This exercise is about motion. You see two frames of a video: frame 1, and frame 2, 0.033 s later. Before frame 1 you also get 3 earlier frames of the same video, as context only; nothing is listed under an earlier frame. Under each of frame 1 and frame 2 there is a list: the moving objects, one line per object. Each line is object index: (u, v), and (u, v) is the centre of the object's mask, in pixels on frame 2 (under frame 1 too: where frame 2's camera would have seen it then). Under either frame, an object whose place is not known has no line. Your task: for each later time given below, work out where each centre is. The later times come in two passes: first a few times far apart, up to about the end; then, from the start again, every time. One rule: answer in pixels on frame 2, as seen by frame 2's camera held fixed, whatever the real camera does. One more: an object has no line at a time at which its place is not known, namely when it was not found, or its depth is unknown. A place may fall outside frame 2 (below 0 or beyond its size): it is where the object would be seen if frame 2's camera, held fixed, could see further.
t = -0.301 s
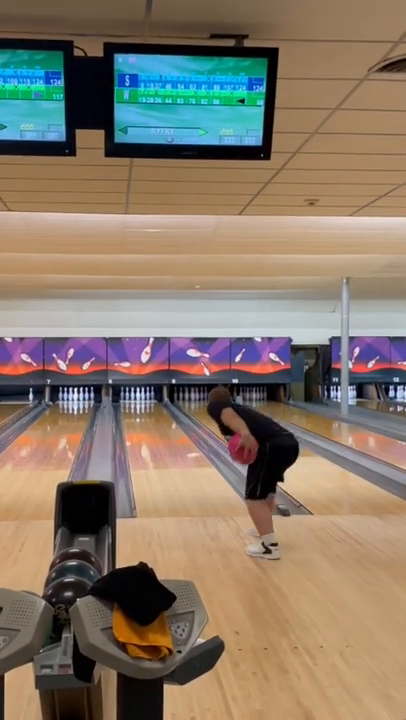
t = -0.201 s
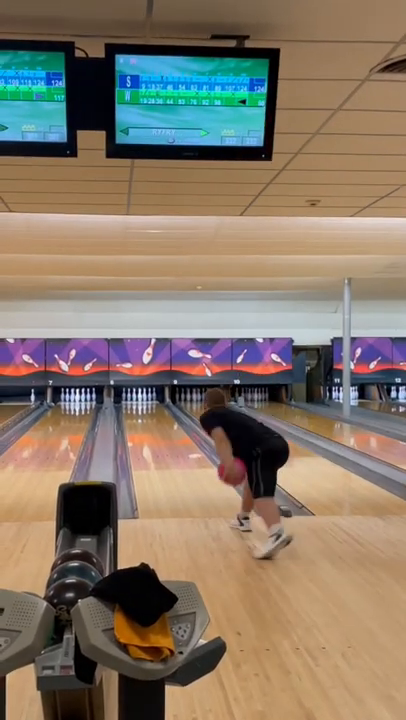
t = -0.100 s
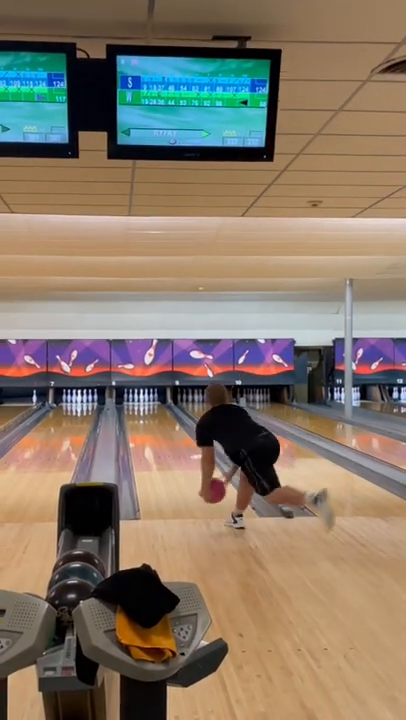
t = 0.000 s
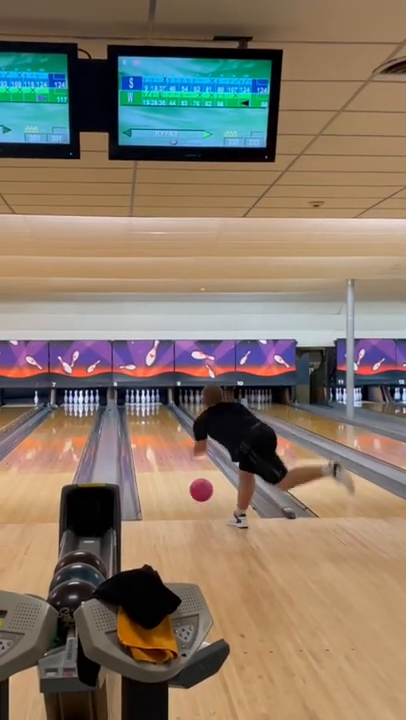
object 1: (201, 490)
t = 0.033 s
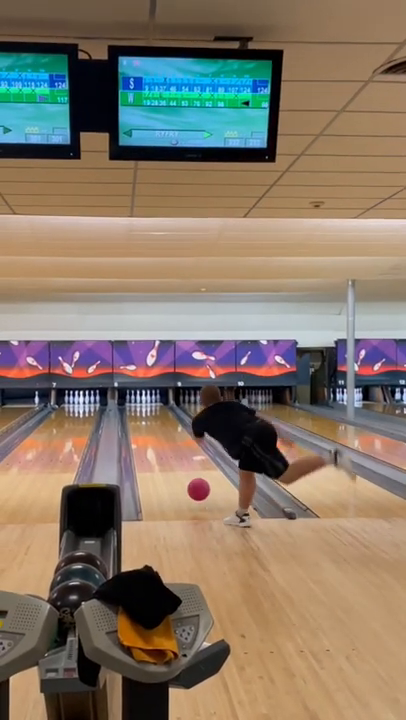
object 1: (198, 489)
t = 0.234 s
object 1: (182, 474)
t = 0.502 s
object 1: (168, 453)
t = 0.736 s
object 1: (159, 441)
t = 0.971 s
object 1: (153, 432)
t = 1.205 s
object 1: (149, 423)
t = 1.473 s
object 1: (145, 416)
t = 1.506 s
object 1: (145, 415)
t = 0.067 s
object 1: (195, 489)
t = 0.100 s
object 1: (192, 488)
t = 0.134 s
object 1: (189, 484)
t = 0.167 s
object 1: (187, 481)
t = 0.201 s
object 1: (185, 477)
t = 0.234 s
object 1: (182, 474)
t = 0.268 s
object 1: (180, 471)
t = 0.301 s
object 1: (178, 468)
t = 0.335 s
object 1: (176, 465)
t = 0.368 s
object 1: (174, 463)
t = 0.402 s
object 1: (173, 460)
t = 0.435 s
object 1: (171, 458)
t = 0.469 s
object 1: (169, 455)
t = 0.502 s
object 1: (168, 453)
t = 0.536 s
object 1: (167, 451)
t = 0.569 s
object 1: (165, 450)
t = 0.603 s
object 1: (164, 447)
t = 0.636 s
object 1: (163, 445)
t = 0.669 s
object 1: (162, 444)
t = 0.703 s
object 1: (160, 442)
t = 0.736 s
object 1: (159, 441)
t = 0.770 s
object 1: (159, 439)
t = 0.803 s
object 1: (158, 438)
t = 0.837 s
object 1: (157, 436)
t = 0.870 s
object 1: (156, 435)
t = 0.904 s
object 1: (155, 433)
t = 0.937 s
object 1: (154, 432)
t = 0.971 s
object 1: (153, 432)
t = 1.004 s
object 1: (153, 430)
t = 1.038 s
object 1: (152, 428)
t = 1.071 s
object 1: (151, 427)
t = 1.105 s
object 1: (151, 426)
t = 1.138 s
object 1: (150, 425)
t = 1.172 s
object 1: (150, 424)
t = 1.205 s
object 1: (149, 423)
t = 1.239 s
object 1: (148, 421)
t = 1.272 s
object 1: (148, 421)
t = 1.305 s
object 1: (148, 420)
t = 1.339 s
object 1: (147, 419)
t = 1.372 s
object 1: (147, 418)
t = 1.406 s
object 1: (146, 417)
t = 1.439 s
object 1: (146, 416)
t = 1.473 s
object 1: (145, 416)
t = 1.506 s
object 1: (145, 415)
